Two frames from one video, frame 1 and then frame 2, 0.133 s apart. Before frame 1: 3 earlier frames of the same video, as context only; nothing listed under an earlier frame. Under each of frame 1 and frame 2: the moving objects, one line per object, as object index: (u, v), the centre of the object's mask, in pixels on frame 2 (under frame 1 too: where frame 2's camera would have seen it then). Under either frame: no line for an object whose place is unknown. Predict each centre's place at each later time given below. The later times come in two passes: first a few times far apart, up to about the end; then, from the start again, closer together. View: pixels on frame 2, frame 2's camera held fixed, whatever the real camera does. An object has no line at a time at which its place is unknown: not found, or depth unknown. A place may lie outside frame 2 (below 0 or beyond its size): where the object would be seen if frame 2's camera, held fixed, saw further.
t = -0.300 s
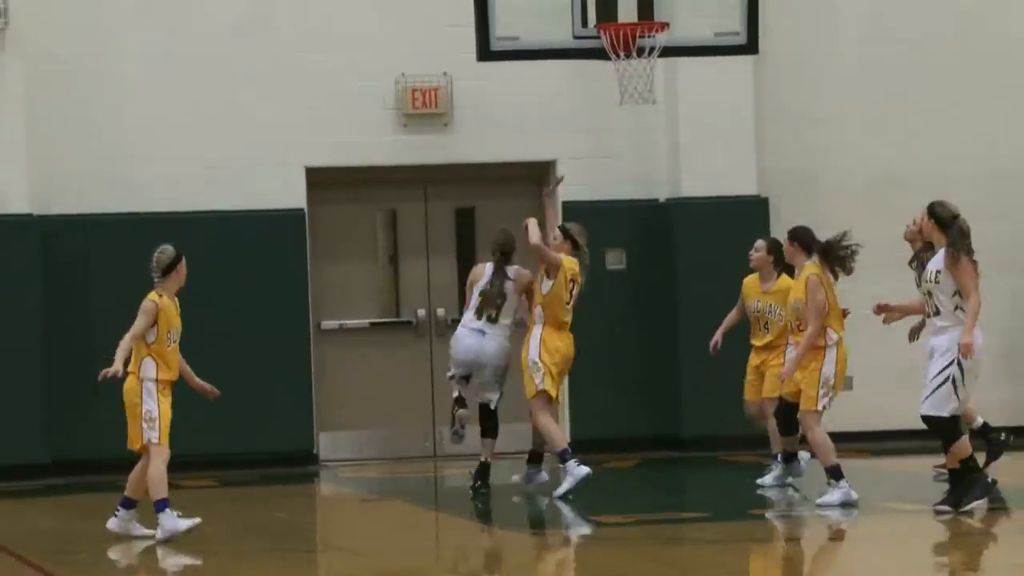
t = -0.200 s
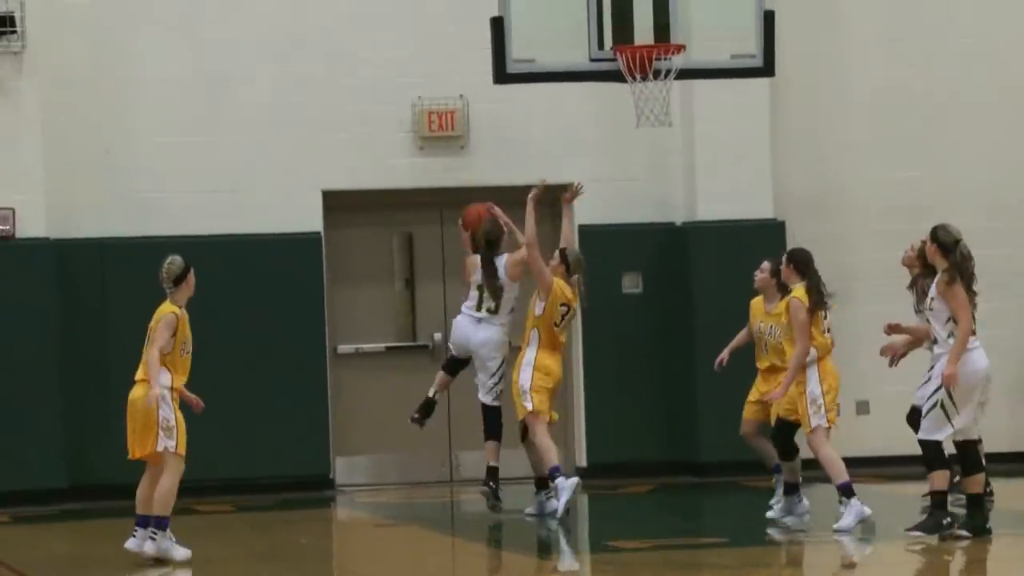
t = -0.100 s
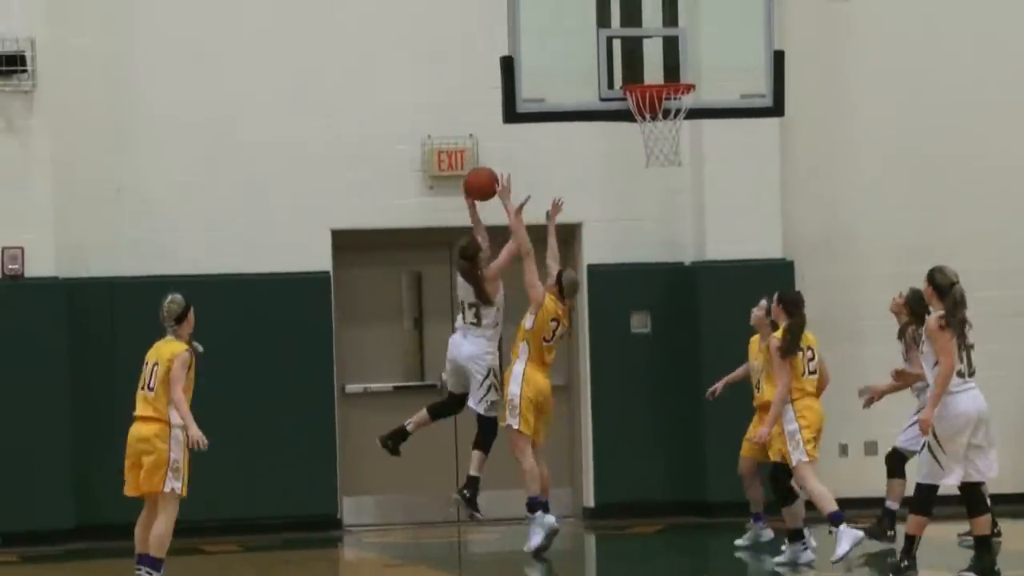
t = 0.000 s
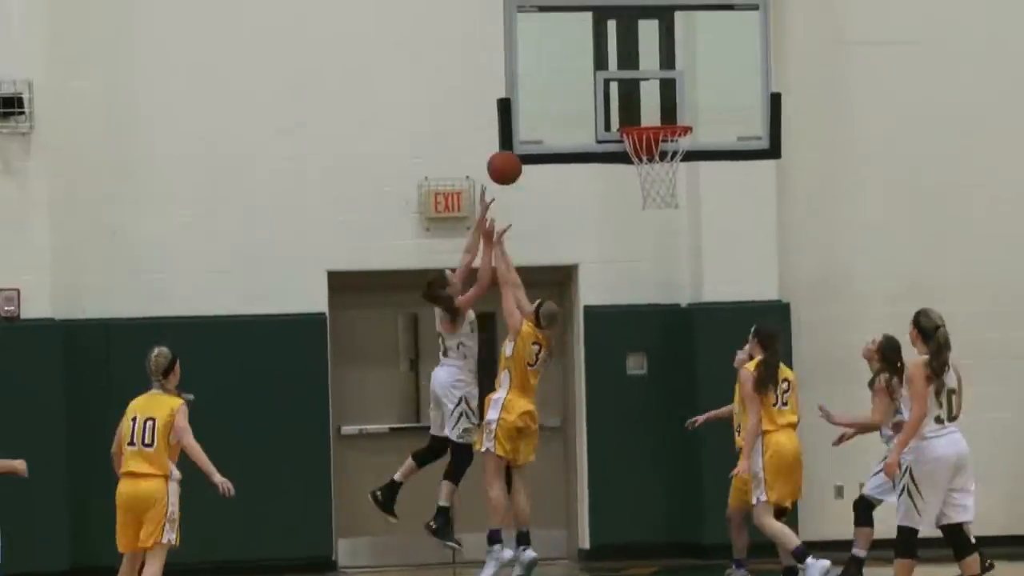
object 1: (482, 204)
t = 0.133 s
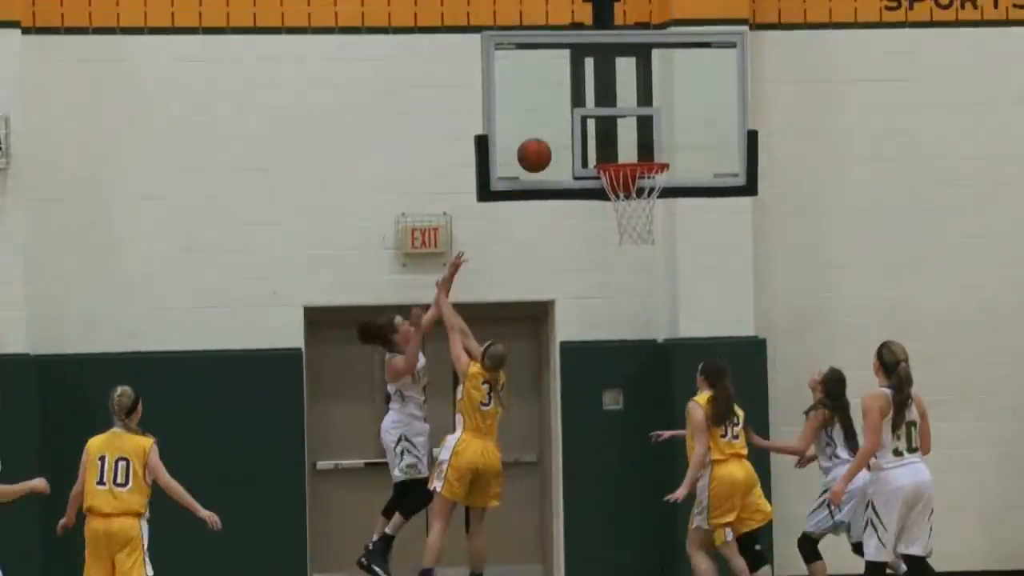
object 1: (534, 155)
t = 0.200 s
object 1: (556, 143)
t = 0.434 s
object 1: (635, 151)
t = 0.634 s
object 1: (629, 153)
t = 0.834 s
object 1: (632, 158)
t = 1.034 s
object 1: (638, 190)
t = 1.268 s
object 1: (618, 234)
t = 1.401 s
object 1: (608, 284)
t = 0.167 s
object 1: (545, 148)
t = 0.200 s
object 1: (556, 143)
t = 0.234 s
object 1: (567, 140)
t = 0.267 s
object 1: (578, 138)
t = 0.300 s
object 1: (589, 137)
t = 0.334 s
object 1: (602, 140)
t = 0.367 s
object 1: (611, 144)
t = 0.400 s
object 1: (623, 147)
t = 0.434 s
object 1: (635, 151)
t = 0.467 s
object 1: (642, 152)
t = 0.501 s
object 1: (643, 152)
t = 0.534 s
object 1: (646, 151)
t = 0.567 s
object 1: (648, 153)
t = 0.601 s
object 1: (639, 153)
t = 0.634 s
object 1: (629, 153)
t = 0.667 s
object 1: (621, 154)
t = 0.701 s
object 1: (617, 156)
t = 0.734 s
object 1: (616, 156)
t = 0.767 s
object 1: (619, 157)
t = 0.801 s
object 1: (625, 157)
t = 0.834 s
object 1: (632, 158)
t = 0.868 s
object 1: (639, 158)
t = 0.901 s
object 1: (648, 159)
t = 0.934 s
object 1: (647, 159)
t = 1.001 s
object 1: (645, 184)
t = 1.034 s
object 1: (638, 190)
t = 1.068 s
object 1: (636, 198)
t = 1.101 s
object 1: (632, 205)
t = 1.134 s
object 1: (628, 210)
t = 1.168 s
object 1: (625, 211)
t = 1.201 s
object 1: (623, 219)
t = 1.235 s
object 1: (621, 227)
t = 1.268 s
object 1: (618, 234)
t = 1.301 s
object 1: (616, 244)
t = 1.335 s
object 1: (613, 256)
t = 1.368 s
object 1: (611, 269)
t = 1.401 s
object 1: (608, 284)
